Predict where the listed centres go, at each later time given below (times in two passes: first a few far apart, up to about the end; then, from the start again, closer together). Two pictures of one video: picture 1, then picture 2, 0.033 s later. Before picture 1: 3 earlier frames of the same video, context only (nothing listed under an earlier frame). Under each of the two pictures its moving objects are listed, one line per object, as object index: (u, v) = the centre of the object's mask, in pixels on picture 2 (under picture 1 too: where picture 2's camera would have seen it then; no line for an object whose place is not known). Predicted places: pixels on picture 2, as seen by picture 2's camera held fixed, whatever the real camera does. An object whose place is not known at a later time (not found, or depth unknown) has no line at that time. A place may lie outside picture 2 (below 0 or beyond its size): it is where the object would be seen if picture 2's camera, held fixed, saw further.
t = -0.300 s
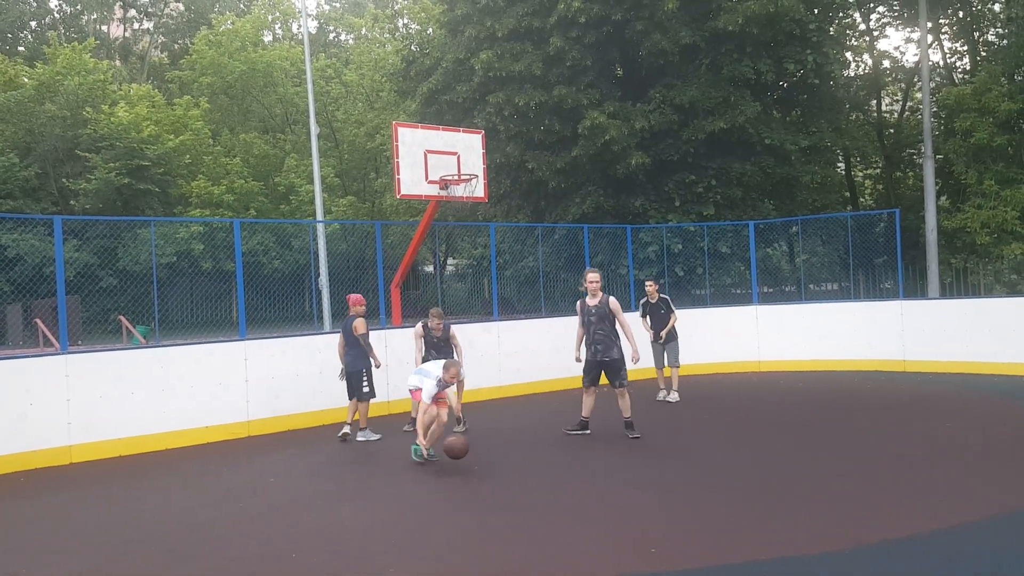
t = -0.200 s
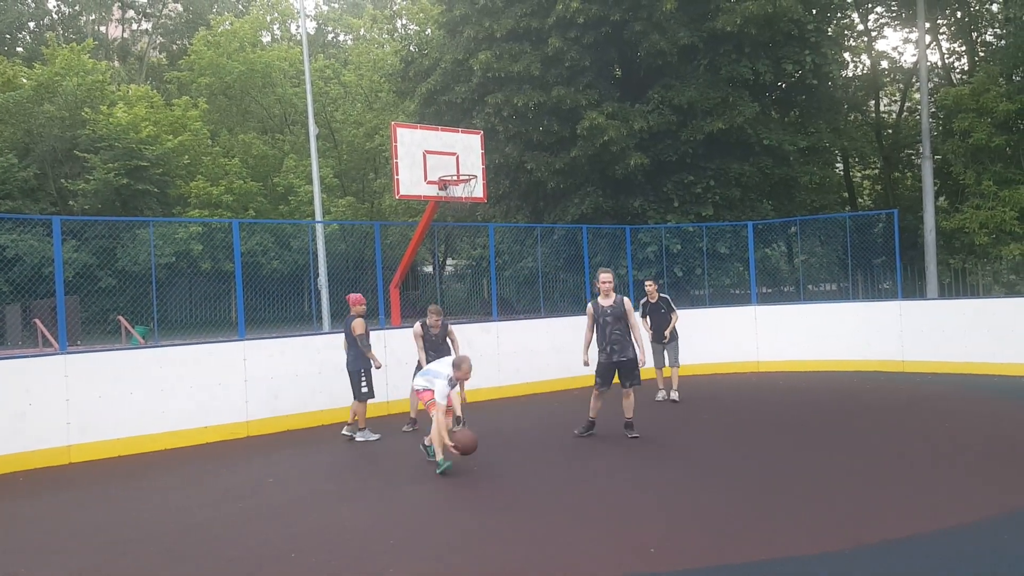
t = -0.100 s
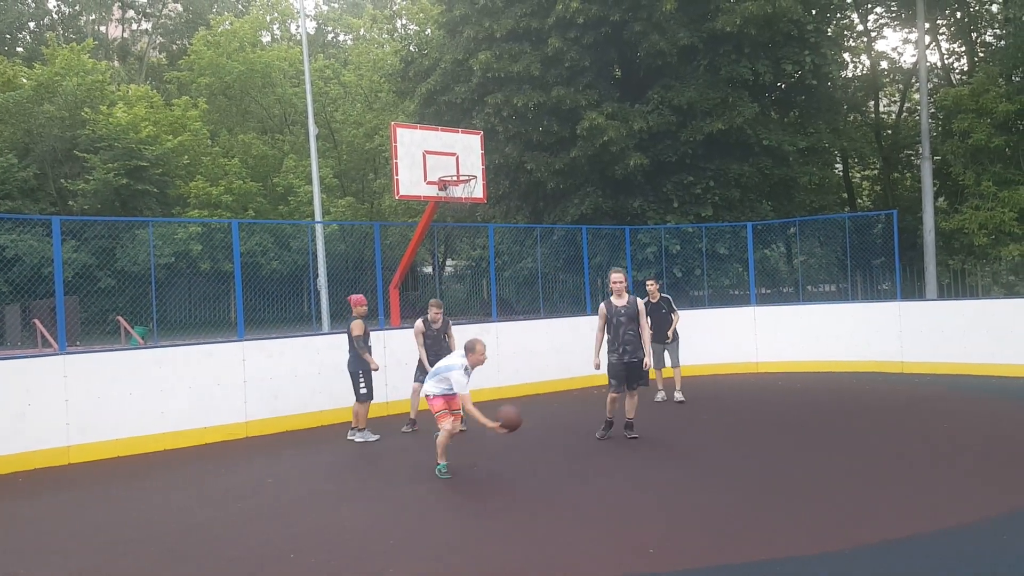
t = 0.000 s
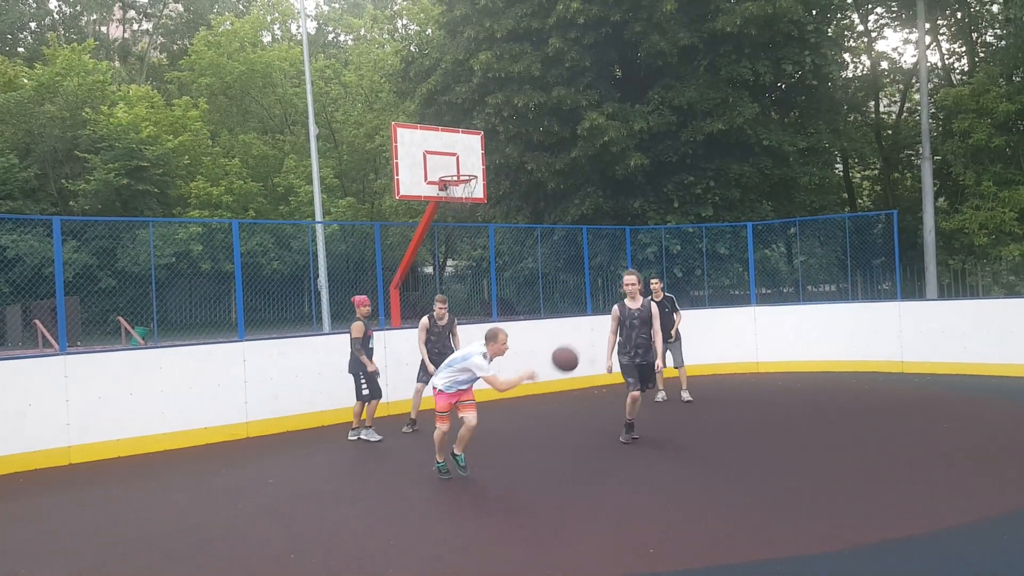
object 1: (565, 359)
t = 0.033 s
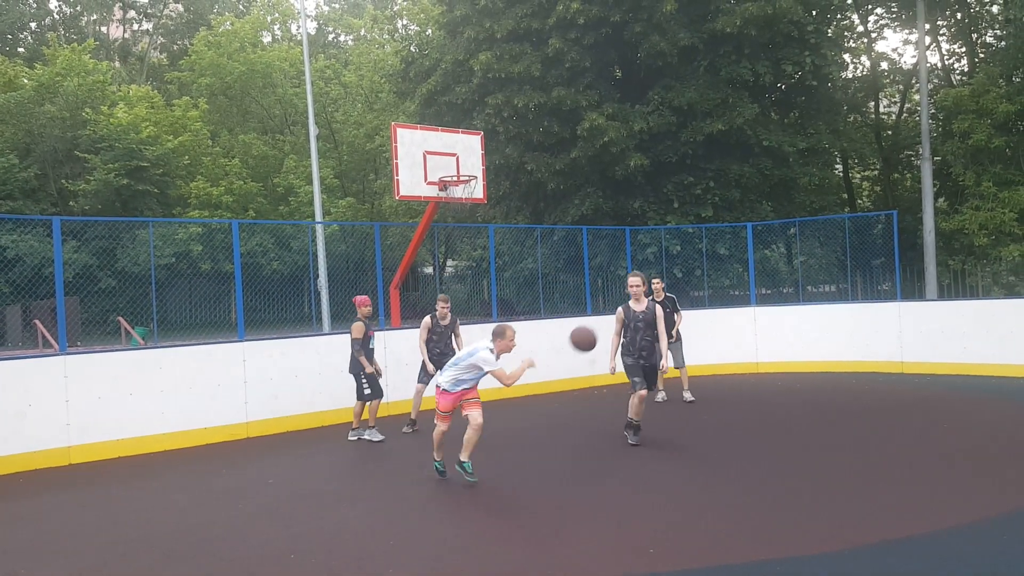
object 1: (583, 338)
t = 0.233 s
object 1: (697, 238)
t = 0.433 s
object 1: (823, 181)
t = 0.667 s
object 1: (979, 171)
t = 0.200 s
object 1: (678, 252)
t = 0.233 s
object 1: (697, 238)
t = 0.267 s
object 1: (718, 225)
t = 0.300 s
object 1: (738, 213)
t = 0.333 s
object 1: (758, 203)
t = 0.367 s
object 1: (779, 193)
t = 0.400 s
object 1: (801, 186)
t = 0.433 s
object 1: (823, 181)
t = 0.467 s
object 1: (843, 174)
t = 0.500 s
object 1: (867, 170)
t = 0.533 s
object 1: (888, 168)
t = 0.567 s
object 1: (910, 166)
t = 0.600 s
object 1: (933, 167)
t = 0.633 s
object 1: (955, 168)
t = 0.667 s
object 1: (979, 171)
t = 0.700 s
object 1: (1002, 175)
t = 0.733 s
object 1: (1017, 182)
